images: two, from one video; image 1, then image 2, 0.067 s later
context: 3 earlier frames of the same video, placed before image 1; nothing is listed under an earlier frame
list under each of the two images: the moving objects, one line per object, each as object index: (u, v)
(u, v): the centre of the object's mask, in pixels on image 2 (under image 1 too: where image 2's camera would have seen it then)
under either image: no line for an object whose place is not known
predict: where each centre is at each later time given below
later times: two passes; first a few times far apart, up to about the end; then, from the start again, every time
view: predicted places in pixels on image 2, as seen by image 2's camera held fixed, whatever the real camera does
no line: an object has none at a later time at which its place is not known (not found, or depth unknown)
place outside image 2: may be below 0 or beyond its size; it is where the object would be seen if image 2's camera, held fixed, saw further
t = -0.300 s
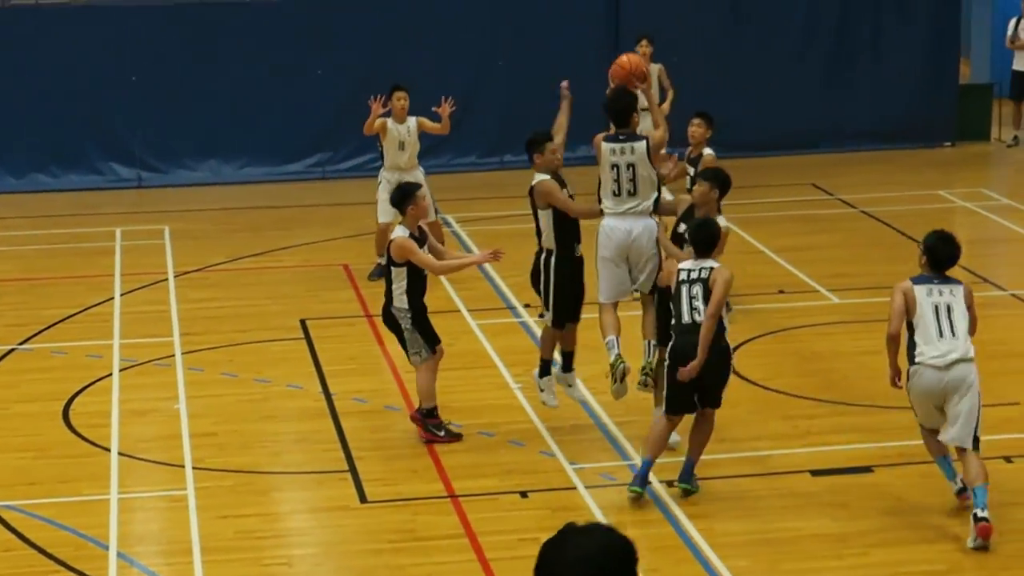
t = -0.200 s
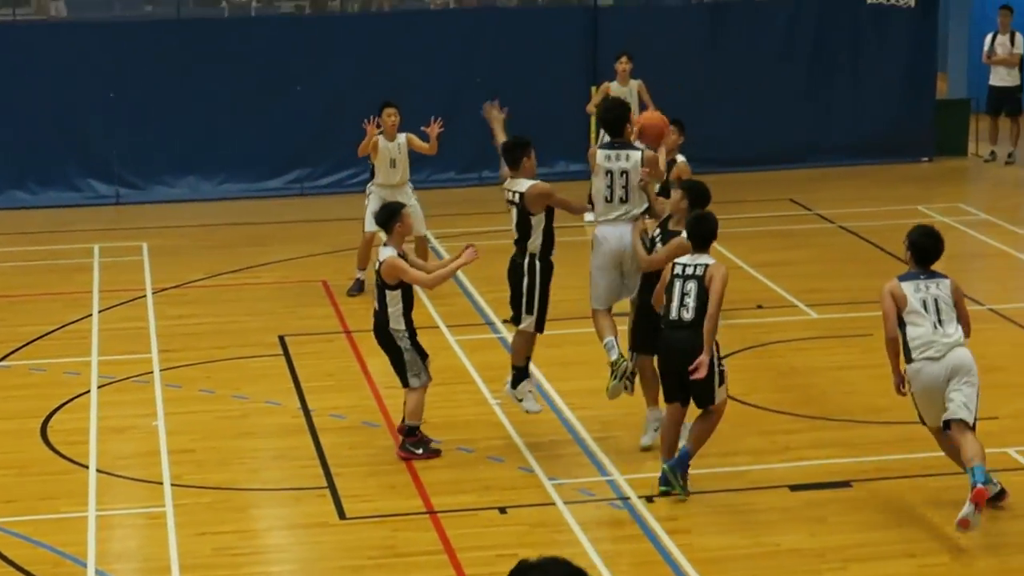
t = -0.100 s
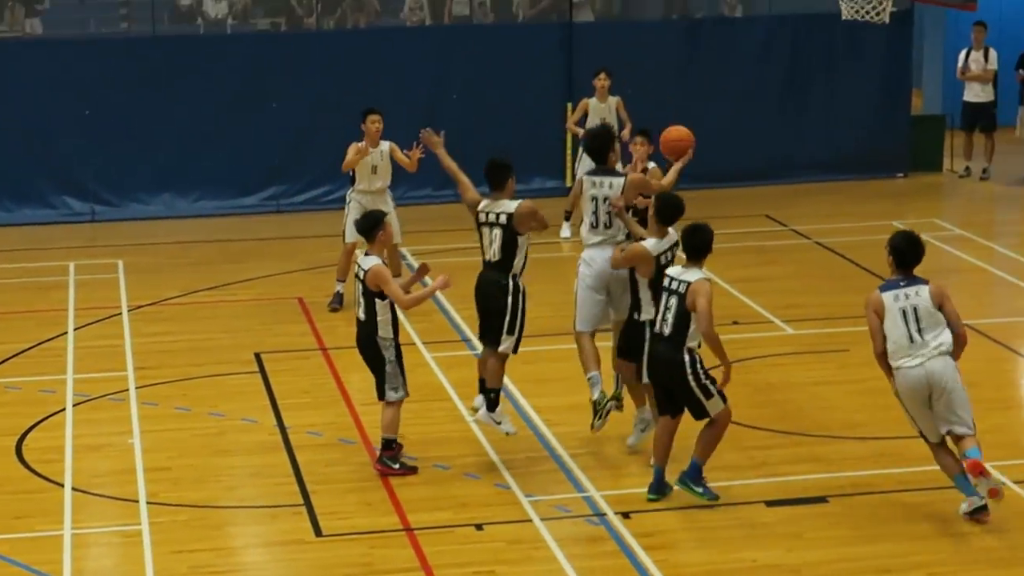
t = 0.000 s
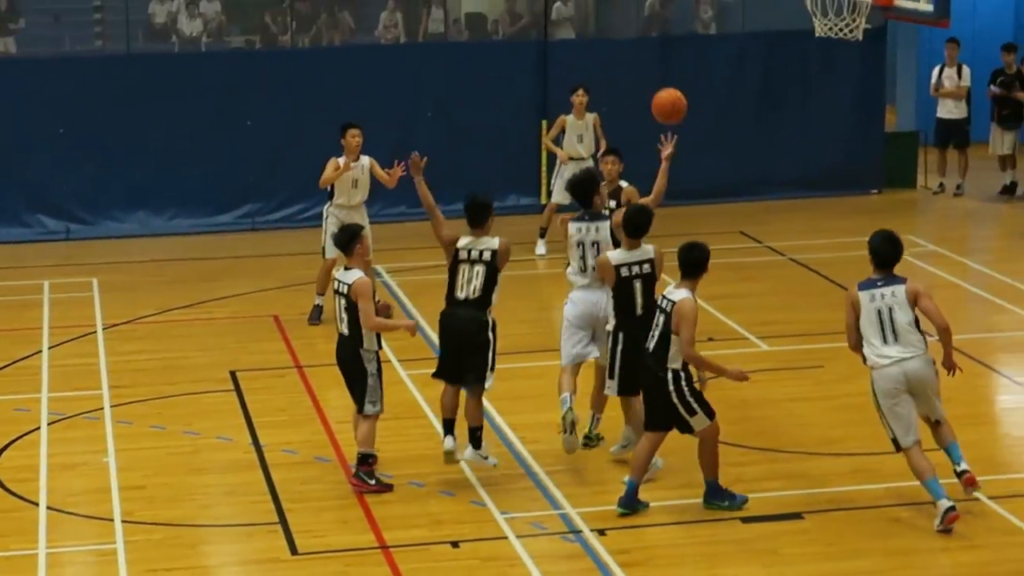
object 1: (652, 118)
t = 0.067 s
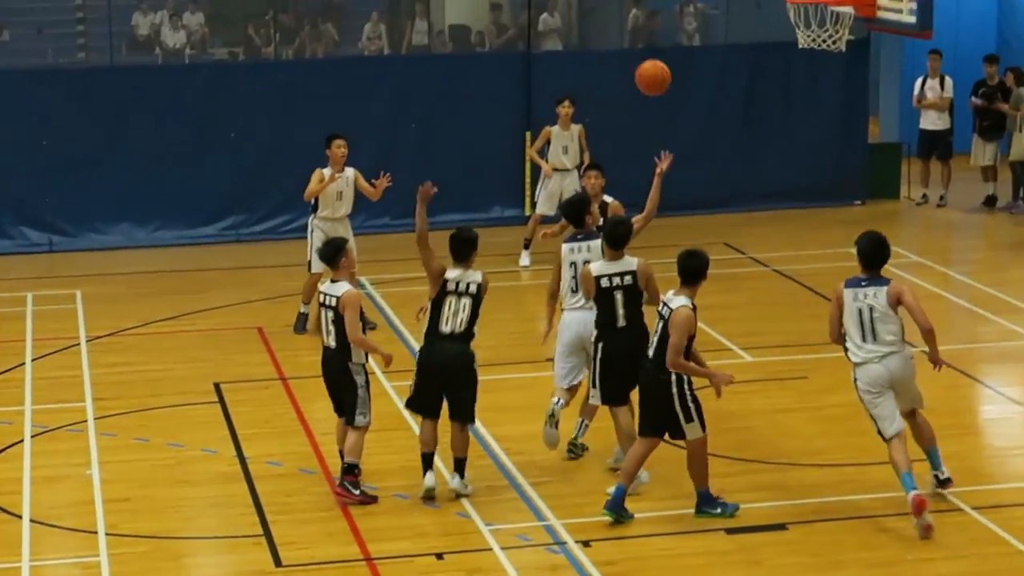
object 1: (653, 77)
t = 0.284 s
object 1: (654, -11)
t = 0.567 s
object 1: (657, -25)
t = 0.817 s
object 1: (660, 60)
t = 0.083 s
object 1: (653, 68)
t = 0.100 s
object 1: (653, 60)
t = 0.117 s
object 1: (653, 51)
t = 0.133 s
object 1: (653, 43)
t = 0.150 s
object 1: (653, 35)
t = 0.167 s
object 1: (653, 28)
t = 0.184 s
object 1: (653, 22)
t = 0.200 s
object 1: (654, 15)
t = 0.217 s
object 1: (654, 9)
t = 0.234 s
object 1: (654, 4)
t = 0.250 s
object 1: (654, -3)
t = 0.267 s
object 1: (654, -8)
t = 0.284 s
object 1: (654, -11)
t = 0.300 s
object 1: (654, -16)
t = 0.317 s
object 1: (654, -19)
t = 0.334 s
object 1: (655, -23)
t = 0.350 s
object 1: (655, -26)
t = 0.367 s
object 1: (655, -28)
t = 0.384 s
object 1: (655, -30)
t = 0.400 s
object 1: (655, -31)
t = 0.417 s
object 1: (655, -32)
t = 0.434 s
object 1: (655, -33)
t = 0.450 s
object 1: (656, -34)
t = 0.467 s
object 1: (656, -34)
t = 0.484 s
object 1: (656, -33)
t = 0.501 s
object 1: (656, -32)
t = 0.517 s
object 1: (657, -31)
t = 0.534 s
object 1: (656, -30)
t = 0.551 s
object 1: (656, -28)
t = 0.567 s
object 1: (657, -25)
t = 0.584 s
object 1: (657, -23)
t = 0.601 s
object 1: (657, -20)
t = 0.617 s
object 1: (657, -15)
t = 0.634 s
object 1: (657, -11)
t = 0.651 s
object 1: (658, -7)
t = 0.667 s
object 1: (658, -2)
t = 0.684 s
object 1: (658, 3)
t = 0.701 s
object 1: (659, 9)
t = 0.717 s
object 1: (658, 15)
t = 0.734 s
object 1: (659, 22)
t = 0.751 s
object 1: (659, 29)
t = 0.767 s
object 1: (660, 36)
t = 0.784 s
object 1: (660, 44)
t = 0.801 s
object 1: (660, 52)
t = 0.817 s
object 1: (660, 60)
